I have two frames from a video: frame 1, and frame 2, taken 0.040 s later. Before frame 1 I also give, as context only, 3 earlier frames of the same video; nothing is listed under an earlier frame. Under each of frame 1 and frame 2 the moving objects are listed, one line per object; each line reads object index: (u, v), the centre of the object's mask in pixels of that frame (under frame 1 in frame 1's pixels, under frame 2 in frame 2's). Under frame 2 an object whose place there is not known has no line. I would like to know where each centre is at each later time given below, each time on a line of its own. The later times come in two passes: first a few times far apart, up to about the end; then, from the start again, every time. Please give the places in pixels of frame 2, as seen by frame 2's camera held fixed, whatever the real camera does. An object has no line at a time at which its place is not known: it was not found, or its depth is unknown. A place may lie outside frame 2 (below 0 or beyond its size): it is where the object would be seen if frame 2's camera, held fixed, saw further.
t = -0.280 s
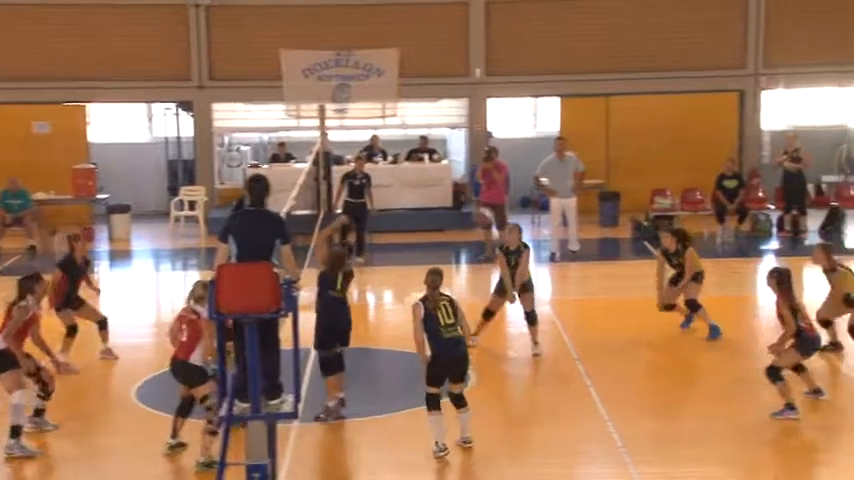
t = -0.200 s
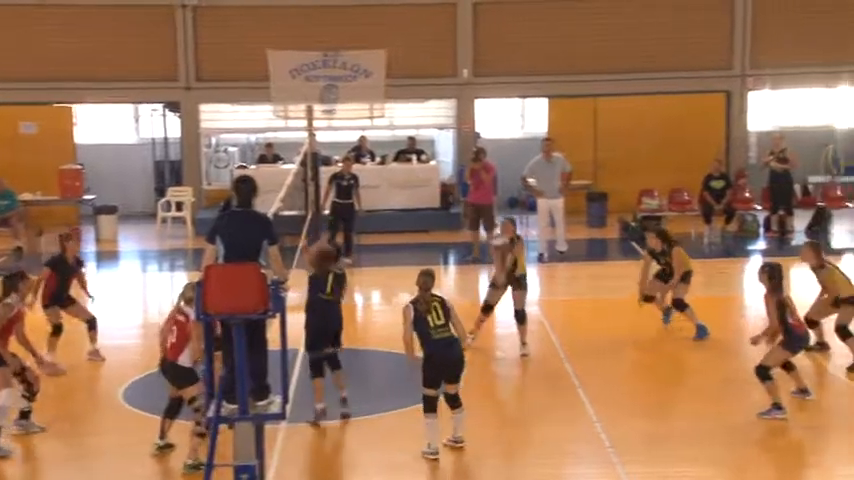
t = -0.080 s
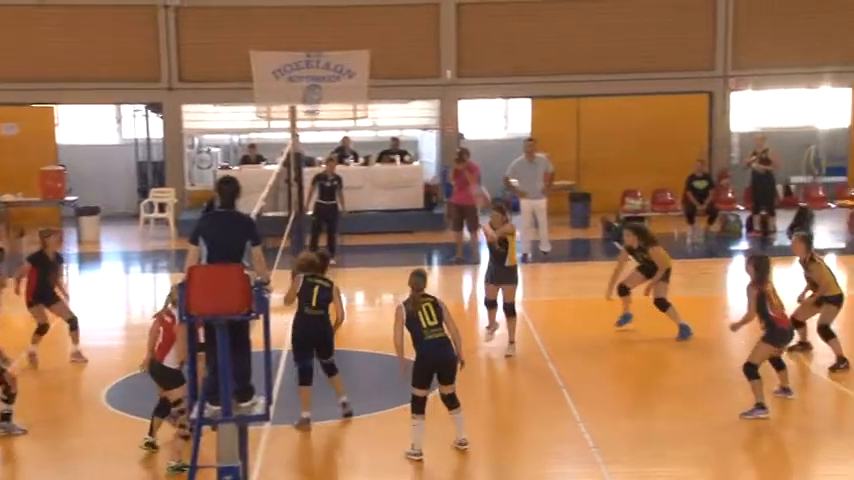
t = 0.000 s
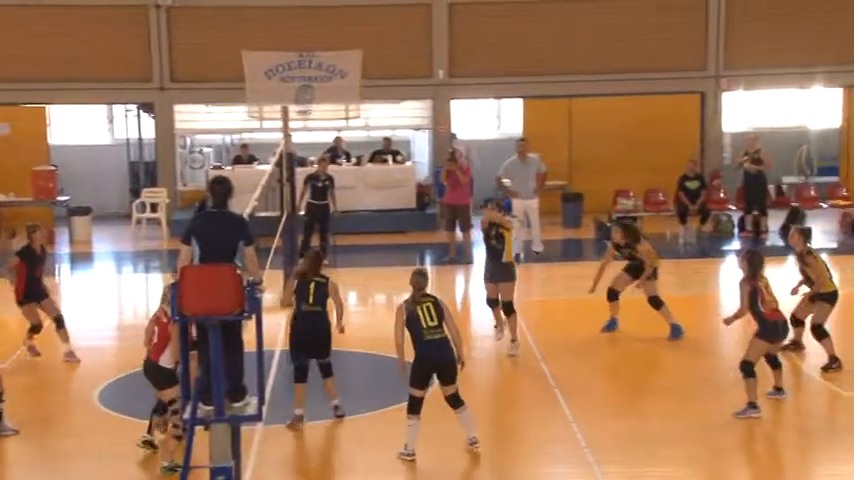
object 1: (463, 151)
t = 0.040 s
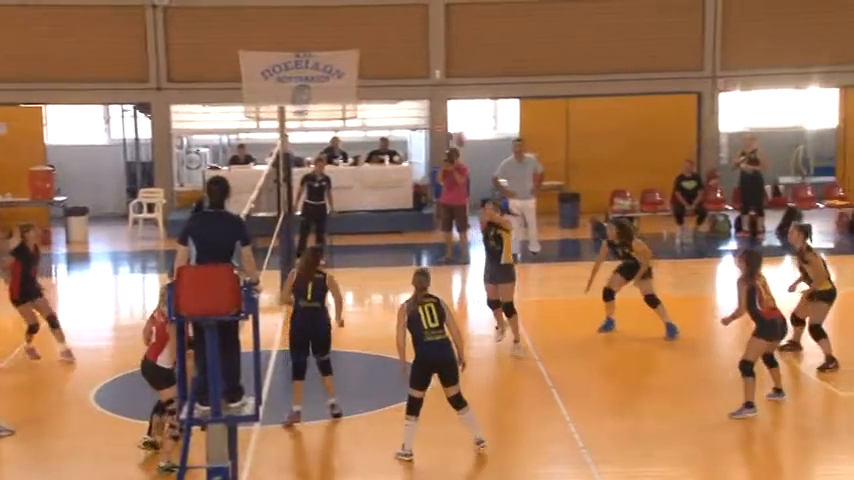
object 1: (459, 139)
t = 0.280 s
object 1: (431, 56)
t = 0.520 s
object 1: (407, 34)
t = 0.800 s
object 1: (379, 71)
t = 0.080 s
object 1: (452, 121)
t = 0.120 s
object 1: (448, 105)
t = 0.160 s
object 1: (444, 90)
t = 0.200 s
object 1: (440, 76)
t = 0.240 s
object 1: (436, 67)
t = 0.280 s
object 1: (431, 56)
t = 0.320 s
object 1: (429, 52)
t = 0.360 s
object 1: (423, 45)
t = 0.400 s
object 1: (419, 39)
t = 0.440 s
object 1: (416, 37)
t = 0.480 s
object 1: (412, 34)
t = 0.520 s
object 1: (407, 34)
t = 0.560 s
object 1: (403, 34)
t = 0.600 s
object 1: (398, 37)
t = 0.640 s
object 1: (394, 40)
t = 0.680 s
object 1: (391, 46)
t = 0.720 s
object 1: (387, 53)
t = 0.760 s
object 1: (383, 62)
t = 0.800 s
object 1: (379, 71)
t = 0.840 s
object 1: (377, 82)
